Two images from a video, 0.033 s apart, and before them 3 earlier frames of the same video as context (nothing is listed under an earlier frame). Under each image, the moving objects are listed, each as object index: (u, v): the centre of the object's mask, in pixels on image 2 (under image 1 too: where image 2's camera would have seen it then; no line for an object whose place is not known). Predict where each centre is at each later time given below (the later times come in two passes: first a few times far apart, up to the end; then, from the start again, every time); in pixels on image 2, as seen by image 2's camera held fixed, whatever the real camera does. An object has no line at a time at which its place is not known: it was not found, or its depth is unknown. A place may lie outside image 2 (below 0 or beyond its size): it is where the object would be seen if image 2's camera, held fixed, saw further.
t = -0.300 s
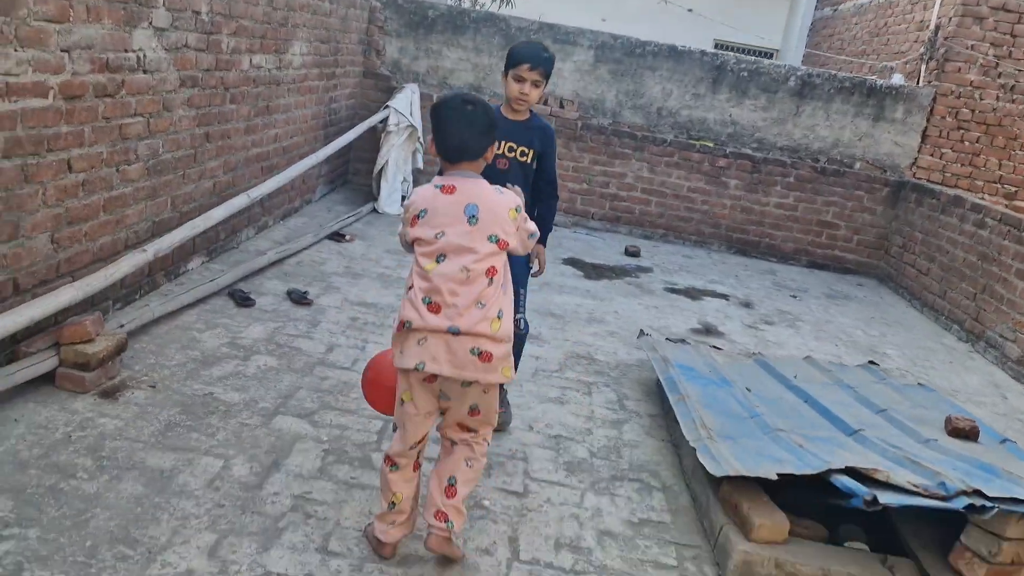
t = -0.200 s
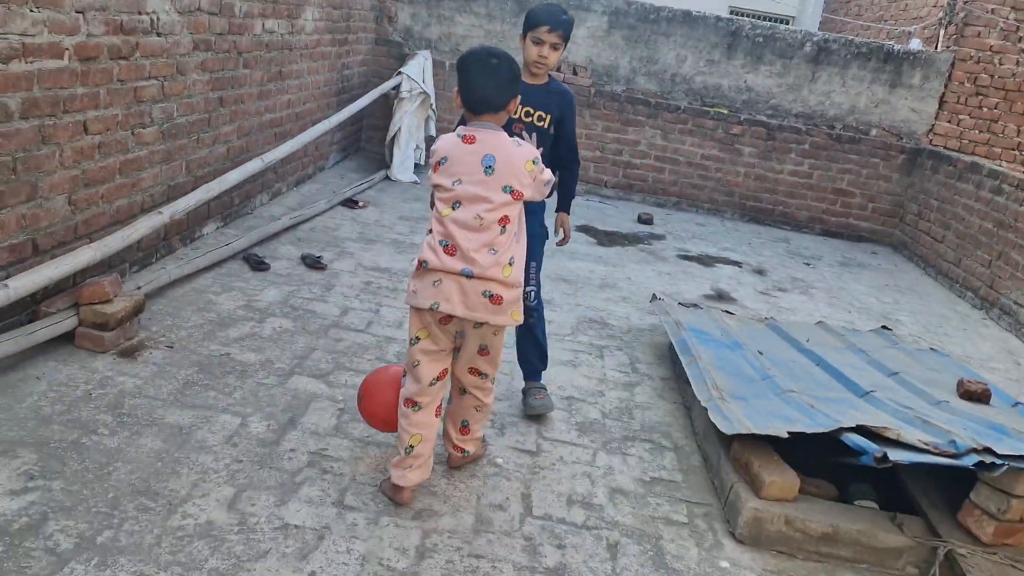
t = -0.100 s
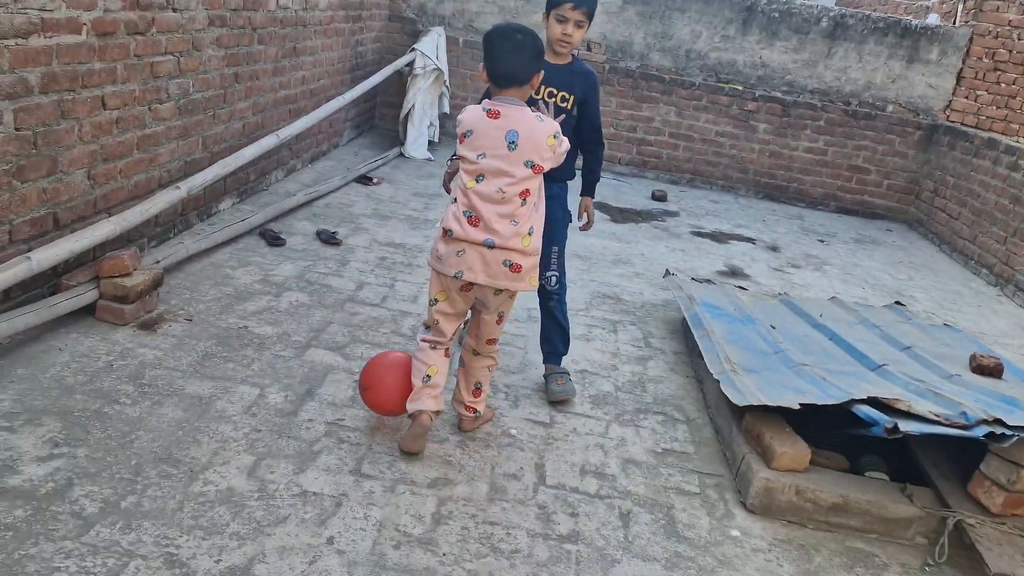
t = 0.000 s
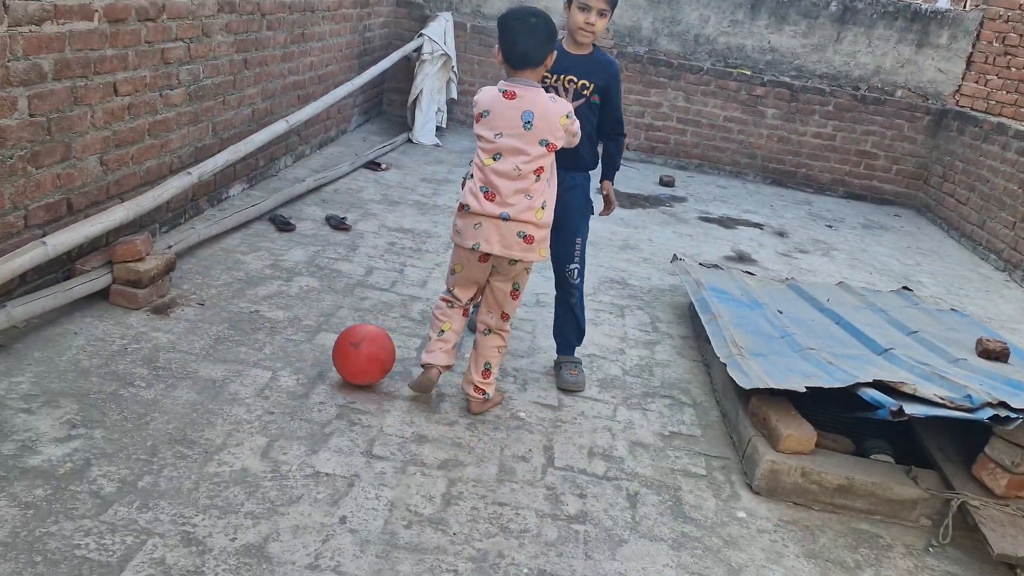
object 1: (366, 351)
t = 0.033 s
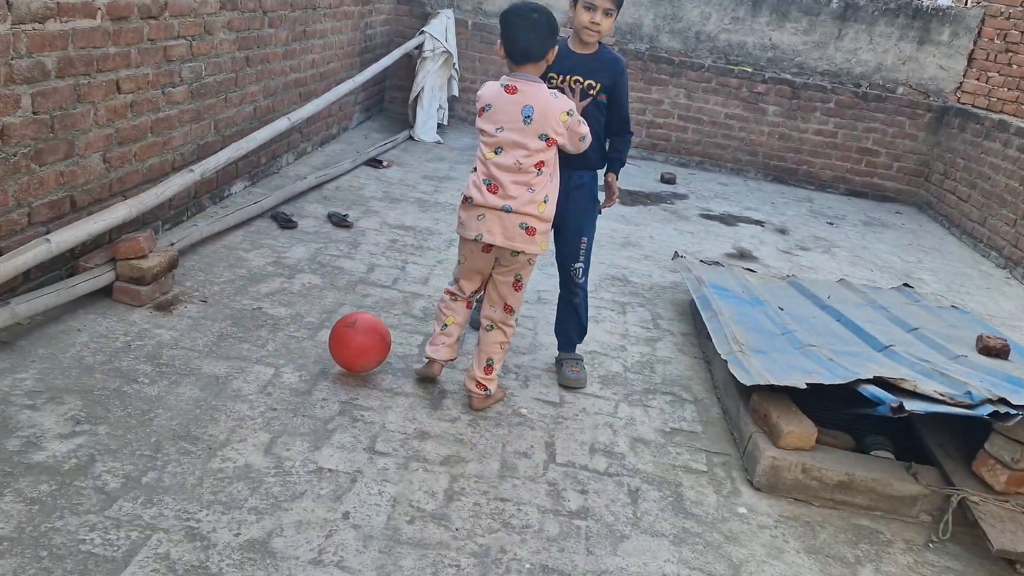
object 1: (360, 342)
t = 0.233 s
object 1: (325, 319)
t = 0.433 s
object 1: (293, 295)
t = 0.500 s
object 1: (283, 288)
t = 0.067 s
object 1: (353, 336)
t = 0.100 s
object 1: (347, 332)
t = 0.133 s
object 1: (341, 331)
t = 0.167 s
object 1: (336, 331)
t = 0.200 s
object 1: (330, 324)
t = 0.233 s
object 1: (325, 319)
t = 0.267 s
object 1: (319, 316)
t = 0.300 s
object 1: (314, 312)
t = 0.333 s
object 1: (309, 307)
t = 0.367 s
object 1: (303, 304)
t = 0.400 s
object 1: (298, 300)
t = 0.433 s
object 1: (293, 295)
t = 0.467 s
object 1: (287, 293)
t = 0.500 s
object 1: (283, 288)
